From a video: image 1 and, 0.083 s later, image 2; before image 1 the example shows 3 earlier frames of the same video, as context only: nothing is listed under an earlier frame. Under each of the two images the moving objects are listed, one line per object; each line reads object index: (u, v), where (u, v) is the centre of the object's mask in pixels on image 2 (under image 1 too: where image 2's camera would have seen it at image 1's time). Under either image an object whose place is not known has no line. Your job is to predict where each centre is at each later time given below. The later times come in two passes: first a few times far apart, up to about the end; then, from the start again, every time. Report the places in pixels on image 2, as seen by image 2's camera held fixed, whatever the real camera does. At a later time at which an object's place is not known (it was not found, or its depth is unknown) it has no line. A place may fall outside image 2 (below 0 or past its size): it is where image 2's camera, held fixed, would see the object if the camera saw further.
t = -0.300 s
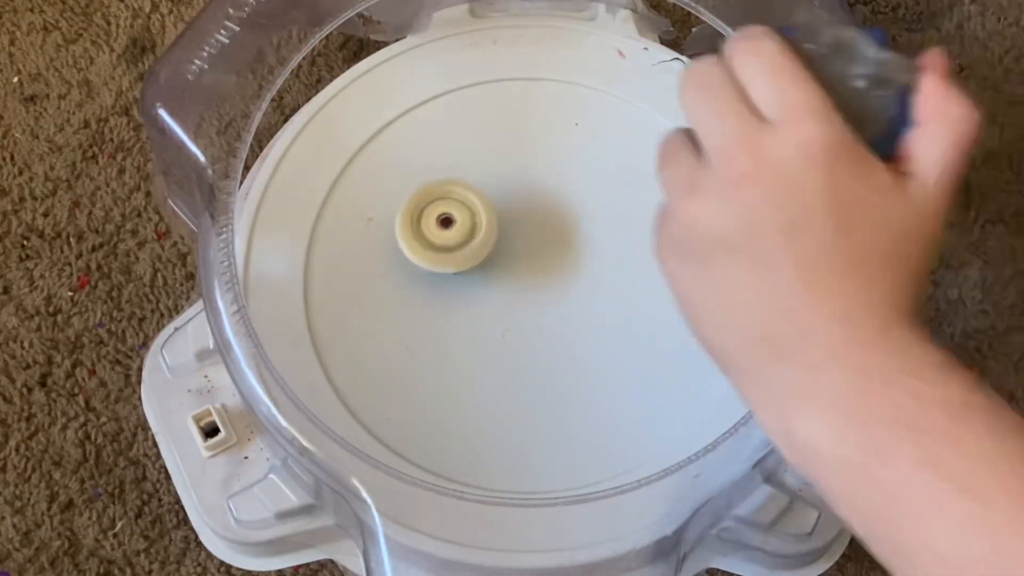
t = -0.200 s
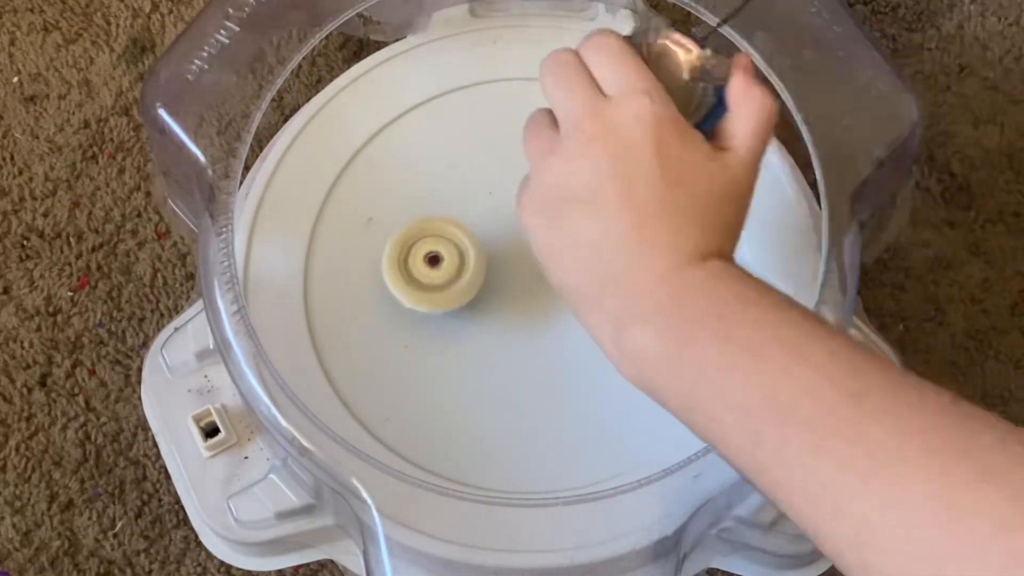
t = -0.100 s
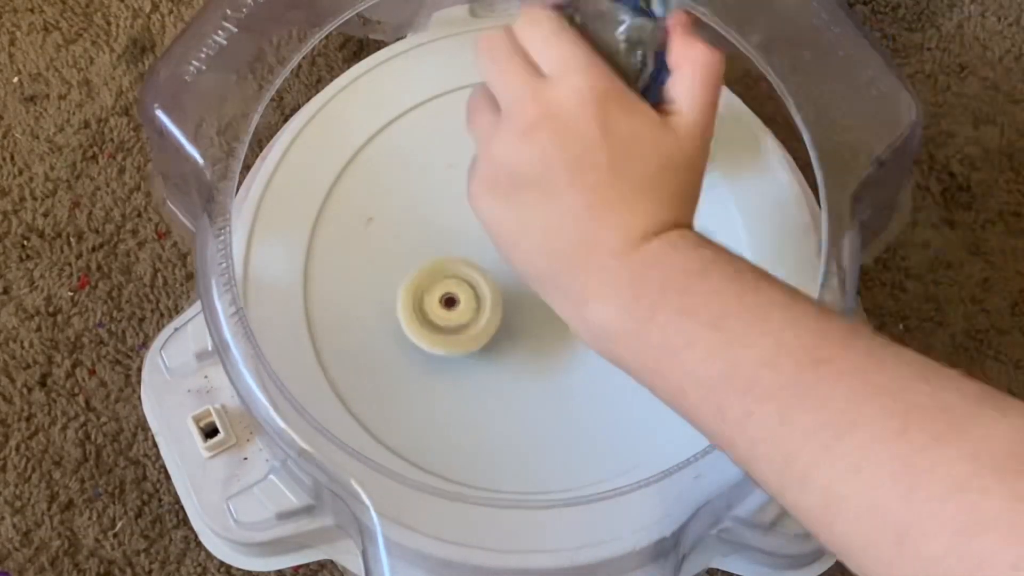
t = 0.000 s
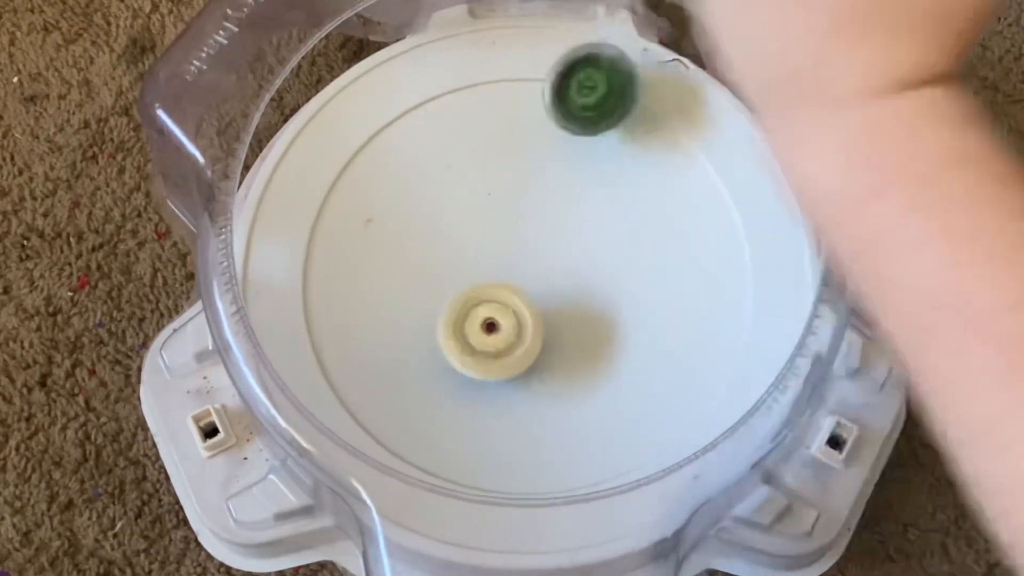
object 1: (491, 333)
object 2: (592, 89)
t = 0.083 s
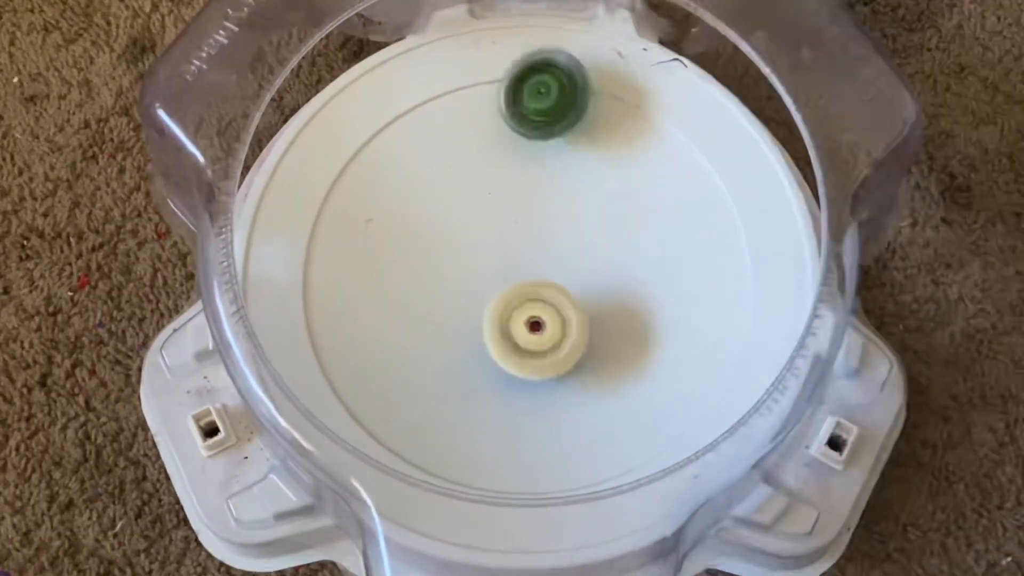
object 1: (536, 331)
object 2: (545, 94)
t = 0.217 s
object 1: (592, 284)
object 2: (479, 140)
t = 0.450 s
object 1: (549, 159)
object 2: (431, 263)
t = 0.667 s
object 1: (407, 203)
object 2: (455, 319)
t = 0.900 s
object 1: (434, 385)
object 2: (513, 273)
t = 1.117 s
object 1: (655, 358)
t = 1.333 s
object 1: (668, 153)
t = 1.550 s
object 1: (706, 65)
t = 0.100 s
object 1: (543, 328)
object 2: (536, 98)
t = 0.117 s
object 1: (552, 324)
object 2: (526, 104)
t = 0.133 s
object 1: (559, 321)
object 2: (518, 108)
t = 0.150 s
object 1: (567, 314)
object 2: (509, 113)
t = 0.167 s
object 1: (574, 308)
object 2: (501, 119)
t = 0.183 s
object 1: (580, 300)
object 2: (493, 125)
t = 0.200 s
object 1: (587, 293)
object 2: (487, 132)
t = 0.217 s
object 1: (592, 284)
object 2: (479, 140)
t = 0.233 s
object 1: (596, 275)
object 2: (473, 148)
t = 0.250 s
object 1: (600, 265)
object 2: (466, 156)
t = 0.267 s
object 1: (602, 254)
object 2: (460, 165)
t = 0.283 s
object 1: (603, 244)
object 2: (455, 174)
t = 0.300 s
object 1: (602, 233)
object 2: (450, 183)
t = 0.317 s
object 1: (601, 223)
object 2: (446, 192)
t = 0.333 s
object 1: (598, 213)
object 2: (442, 201)
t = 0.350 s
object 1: (595, 204)
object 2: (440, 211)
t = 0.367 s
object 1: (590, 194)
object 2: (437, 220)
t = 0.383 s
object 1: (584, 186)
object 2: (435, 229)
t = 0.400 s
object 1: (577, 178)
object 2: (433, 239)
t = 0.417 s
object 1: (568, 170)
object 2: (432, 248)
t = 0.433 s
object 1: (559, 164)
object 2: (431, 255)
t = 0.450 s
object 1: (549, 159)
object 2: (431, 263)
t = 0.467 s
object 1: (539, 155)
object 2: (431, 272)
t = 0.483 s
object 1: (527, 152)
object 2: (432, 279)
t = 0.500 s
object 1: (516, 150)
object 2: (432, 286)
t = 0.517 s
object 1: (504, 150)
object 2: (433, 292)
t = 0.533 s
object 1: (491, 151)
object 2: (435, 297)
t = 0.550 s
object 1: (479, 152)
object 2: (437, 302)
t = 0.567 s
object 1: (467, 156)
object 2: (440, 307)
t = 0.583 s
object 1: (456, 161)
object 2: (442, 311)
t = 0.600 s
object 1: (444, 167)
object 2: (443, 314)
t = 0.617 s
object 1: (433, 174)
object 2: (446, 316)
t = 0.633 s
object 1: (423, 183)
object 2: (449, 318)
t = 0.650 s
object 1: (414, 193)
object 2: (452, 319)
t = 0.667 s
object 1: (407, 203)
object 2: (455, 319)
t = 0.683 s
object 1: (400, 216)
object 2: (457, 319)
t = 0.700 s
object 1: (394, 228)
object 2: (460, 317)
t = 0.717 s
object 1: (390, 244)
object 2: (463, 315)
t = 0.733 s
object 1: (387, 256)
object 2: (467, 314)
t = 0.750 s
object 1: (383, 270)
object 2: (472, 311)
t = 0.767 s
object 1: (380, 285)
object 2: (478, 309)
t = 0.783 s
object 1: (380, 298)
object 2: (485, 306)
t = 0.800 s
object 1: (382, 313)
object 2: (490, 303)
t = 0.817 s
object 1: (385, 327)
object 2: (495, 299)
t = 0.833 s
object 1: (392, 341)
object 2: (499, 295)
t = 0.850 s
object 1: (399, 353)
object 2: (504, 290)
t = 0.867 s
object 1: (409, 364)
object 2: (508, 284)
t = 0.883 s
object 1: (421, 376)
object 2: (511, 279)
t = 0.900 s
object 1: (434, 385)
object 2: (513, 273)
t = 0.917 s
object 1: (450, 393)
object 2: (516, 266)
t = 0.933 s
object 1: (465, 400)
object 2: (516, 260)
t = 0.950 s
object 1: (482, 405)
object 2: (516, 254)
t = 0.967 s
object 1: (500, 409)
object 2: (516, 245)
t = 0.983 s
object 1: (518, 410)
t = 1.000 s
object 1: (537, 409)
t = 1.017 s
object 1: (554, 407)
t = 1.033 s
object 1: (573, 403)
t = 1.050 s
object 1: (593, 398)
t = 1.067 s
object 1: (609, 390)
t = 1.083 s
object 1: (626, 381)
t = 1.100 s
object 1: (641, 370)
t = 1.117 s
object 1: (655, 358)
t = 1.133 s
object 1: (668, 344)
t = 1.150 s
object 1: (678, 330)
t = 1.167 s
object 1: (687, 314)
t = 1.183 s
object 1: (695, 297)
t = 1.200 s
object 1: (698, 281)
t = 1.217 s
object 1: (701, 264)
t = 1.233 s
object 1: (702, 247)
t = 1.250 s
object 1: (701, 229)
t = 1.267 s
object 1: (698, 213)
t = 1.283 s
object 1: (693, 197)
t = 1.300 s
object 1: (686, 181)
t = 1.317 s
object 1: (677, 167)
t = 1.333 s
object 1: (668, 153)
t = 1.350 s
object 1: (655, 139)
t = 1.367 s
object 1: (644, 127)
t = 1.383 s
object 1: (629, 117)
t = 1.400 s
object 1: (613, 107)
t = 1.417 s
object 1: (597, 99)
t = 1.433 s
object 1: (581, 93)
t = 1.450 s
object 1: (598, 85)
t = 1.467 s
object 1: (623, 76)
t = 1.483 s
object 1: (643, 69)
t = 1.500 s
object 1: (663, 65)
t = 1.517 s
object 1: (681, 63)
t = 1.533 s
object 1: (696, 62)
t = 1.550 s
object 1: (706, 65)
